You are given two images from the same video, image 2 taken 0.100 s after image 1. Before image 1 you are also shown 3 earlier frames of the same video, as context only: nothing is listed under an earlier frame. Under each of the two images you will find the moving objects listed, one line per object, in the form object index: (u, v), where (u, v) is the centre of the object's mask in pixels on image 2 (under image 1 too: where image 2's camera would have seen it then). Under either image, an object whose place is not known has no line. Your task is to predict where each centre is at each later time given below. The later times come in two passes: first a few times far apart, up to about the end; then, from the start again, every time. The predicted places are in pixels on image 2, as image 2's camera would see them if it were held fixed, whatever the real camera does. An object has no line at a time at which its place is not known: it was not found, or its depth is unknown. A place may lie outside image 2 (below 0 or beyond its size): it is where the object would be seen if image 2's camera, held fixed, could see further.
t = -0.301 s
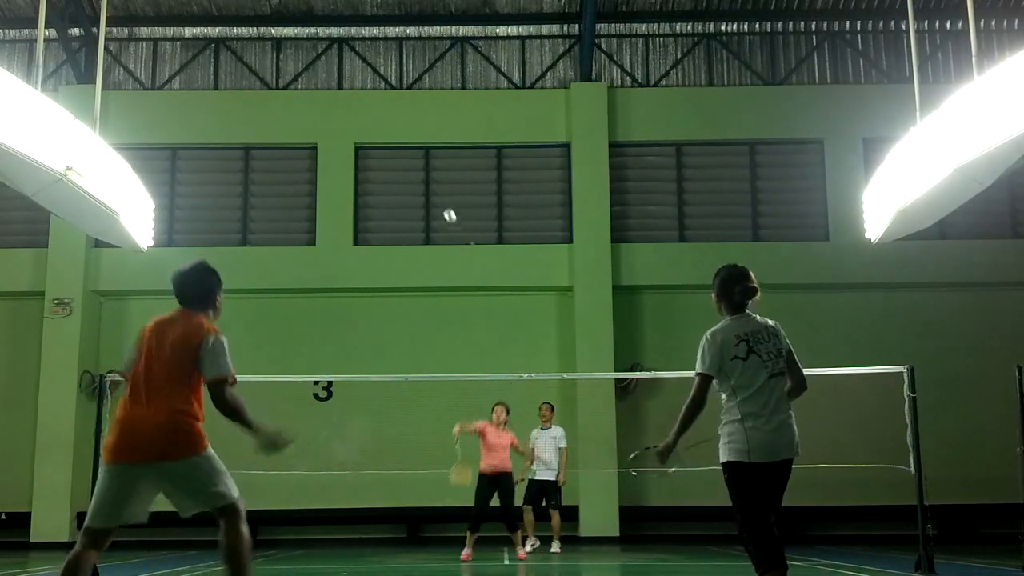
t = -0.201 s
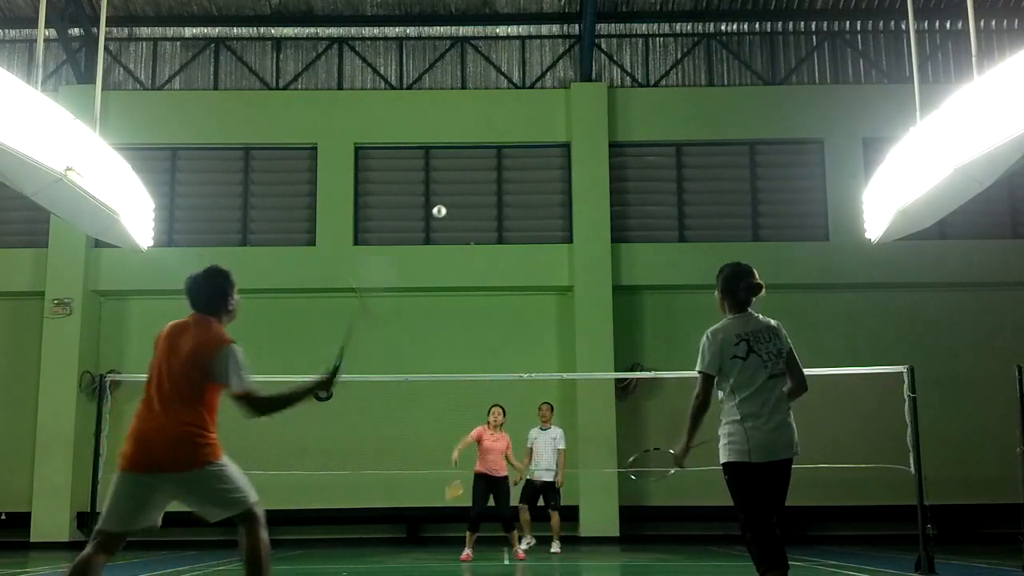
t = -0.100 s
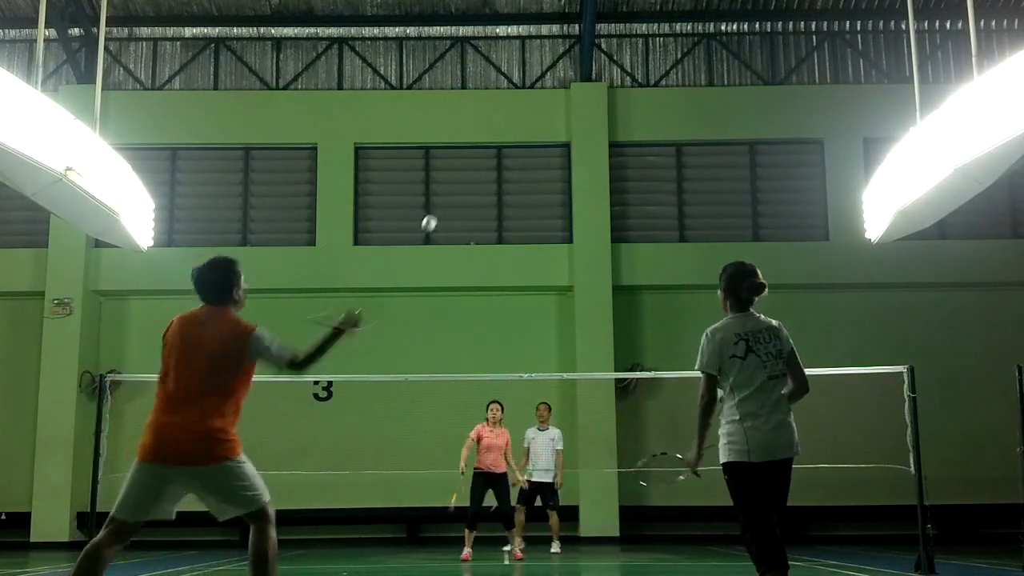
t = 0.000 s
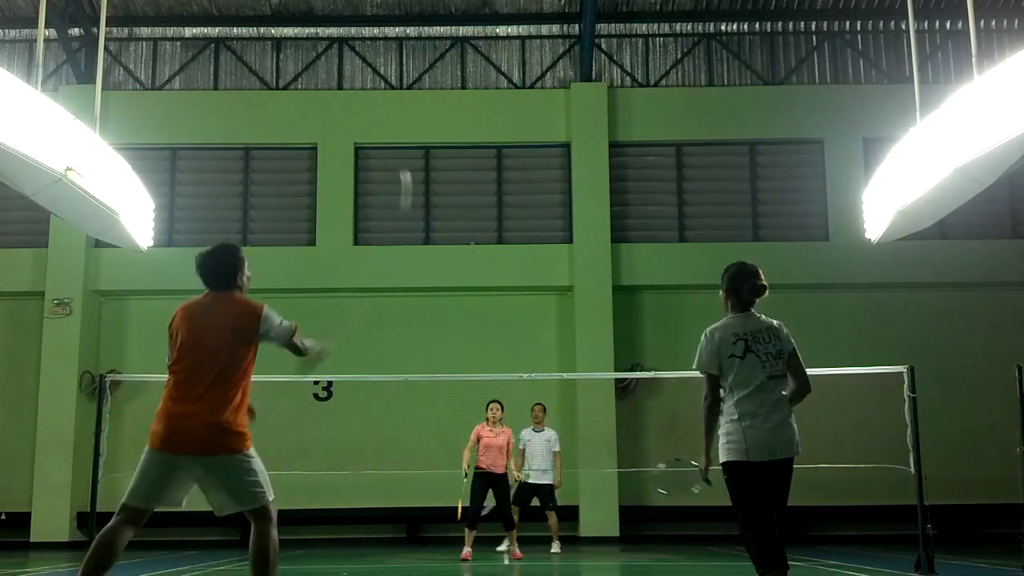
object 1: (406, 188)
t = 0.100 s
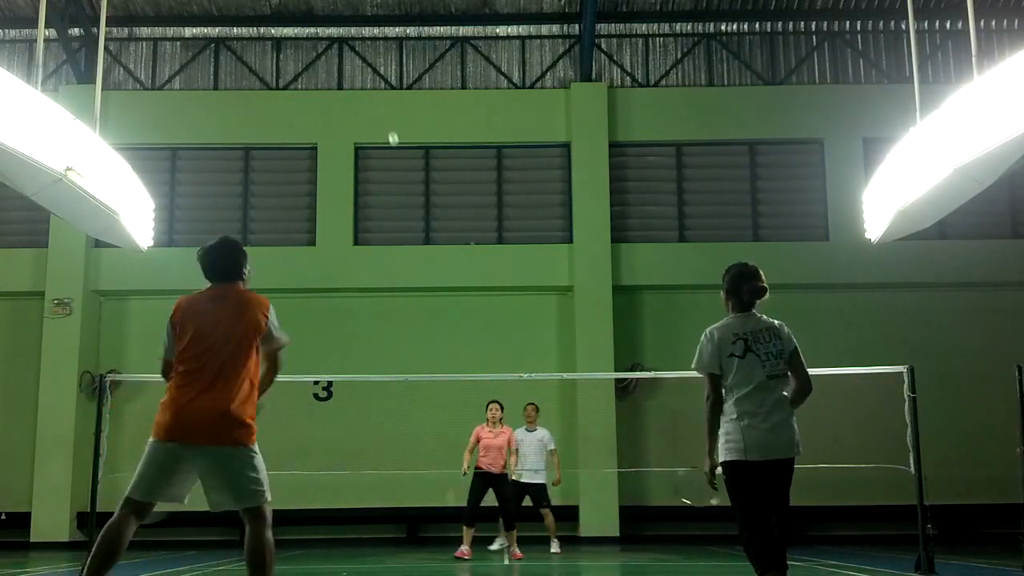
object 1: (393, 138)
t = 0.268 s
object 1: (384, 125)
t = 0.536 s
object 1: (379, 159)
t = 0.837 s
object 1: (378, 239)
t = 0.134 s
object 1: (391, 132)
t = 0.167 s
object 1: (388, 127)
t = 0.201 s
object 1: (387, 125)
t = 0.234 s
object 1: (386, 124)
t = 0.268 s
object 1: (384, 125)
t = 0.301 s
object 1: (384, 126)
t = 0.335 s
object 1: (382, 128)
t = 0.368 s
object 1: (382, 132)
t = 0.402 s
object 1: (381, 136)
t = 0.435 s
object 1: (380, 141)
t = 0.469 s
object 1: (380, 146)
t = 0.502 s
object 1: (380, 152)
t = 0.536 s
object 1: (379, 159)
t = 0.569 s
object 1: (379, 165)
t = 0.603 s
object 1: (379, 173)
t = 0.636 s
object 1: (379, 181)
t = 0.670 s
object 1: (378, 190)
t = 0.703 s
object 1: (378, 199)
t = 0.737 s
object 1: (378, 208)
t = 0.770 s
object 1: (378, 219)
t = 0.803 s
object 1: (378, 229)
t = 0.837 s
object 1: (378, 239)
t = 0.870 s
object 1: (378, 250)
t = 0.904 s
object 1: (378, 262)
